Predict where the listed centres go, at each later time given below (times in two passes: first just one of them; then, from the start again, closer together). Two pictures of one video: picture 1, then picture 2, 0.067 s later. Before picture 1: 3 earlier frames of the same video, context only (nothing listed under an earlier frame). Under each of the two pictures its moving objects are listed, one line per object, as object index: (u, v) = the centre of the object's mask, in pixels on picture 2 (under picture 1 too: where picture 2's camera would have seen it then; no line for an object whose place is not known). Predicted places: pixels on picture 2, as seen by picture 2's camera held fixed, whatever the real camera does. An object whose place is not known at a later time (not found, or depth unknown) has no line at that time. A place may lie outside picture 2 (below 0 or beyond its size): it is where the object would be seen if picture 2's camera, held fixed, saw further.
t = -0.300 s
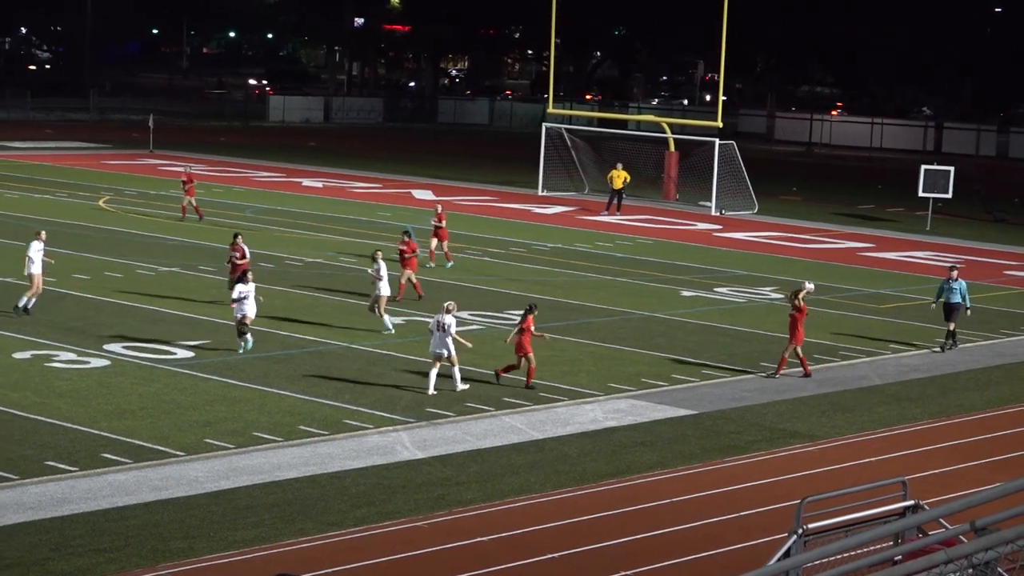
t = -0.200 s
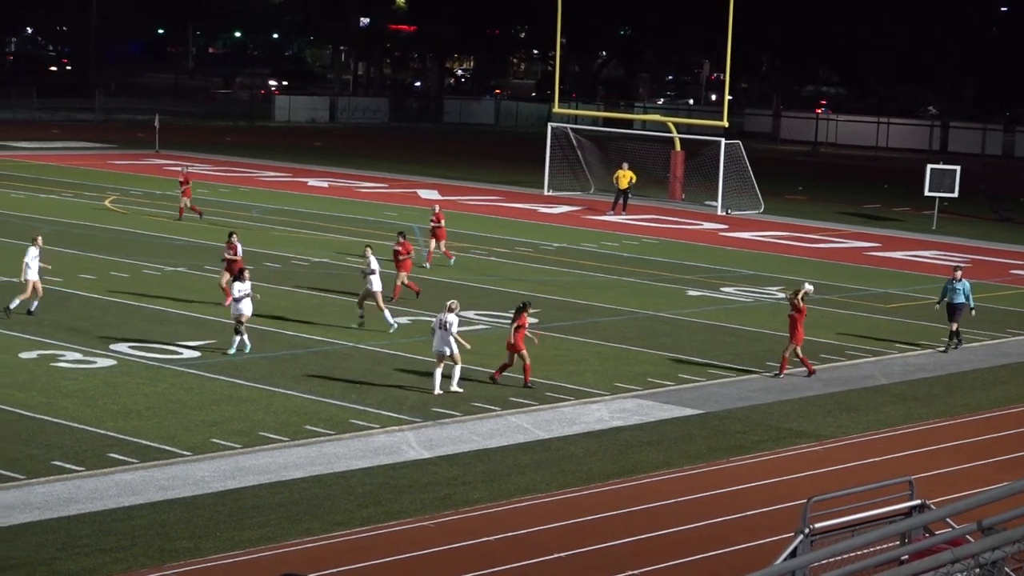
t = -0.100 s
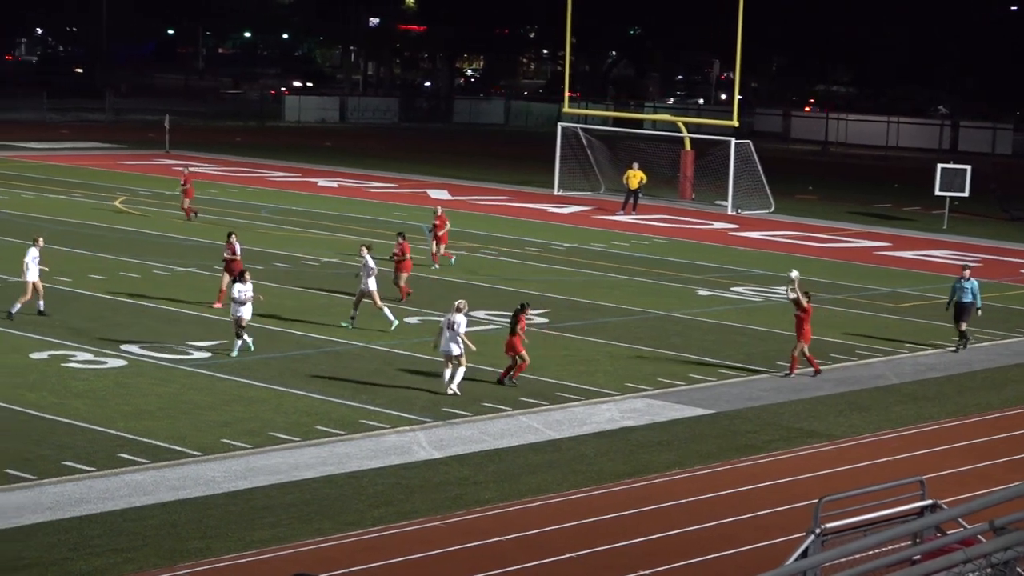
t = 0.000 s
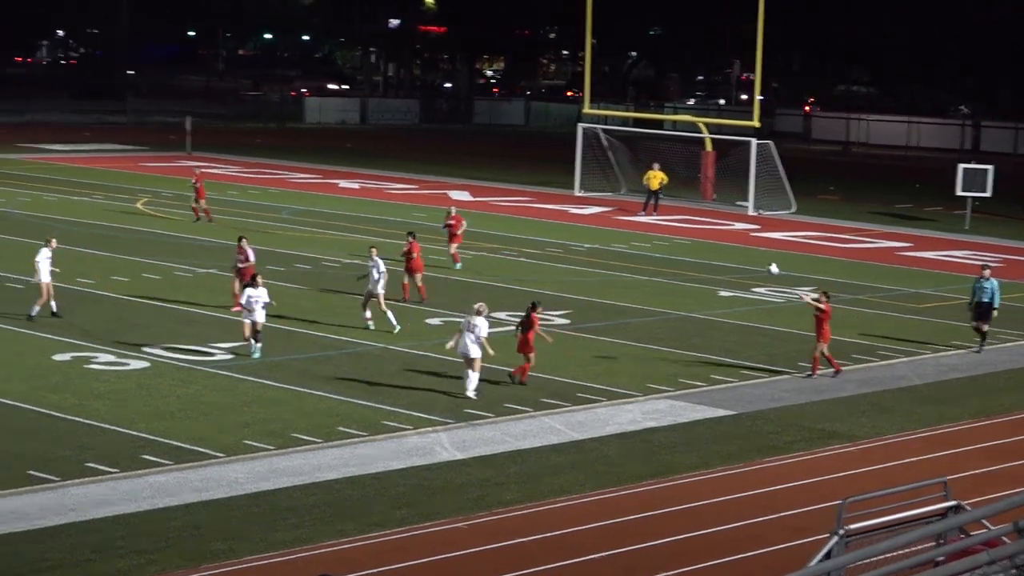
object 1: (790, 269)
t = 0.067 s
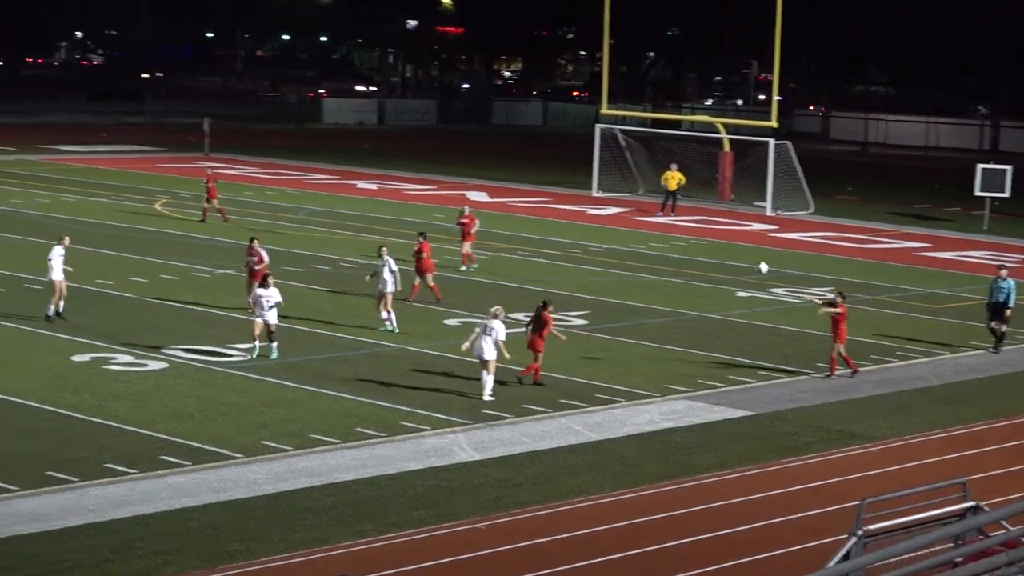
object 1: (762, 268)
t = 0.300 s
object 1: (662, 282)
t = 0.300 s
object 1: (662, 282)
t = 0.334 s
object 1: (647, 286)
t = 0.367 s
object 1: (632, 292)
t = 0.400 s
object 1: (617, 297)
